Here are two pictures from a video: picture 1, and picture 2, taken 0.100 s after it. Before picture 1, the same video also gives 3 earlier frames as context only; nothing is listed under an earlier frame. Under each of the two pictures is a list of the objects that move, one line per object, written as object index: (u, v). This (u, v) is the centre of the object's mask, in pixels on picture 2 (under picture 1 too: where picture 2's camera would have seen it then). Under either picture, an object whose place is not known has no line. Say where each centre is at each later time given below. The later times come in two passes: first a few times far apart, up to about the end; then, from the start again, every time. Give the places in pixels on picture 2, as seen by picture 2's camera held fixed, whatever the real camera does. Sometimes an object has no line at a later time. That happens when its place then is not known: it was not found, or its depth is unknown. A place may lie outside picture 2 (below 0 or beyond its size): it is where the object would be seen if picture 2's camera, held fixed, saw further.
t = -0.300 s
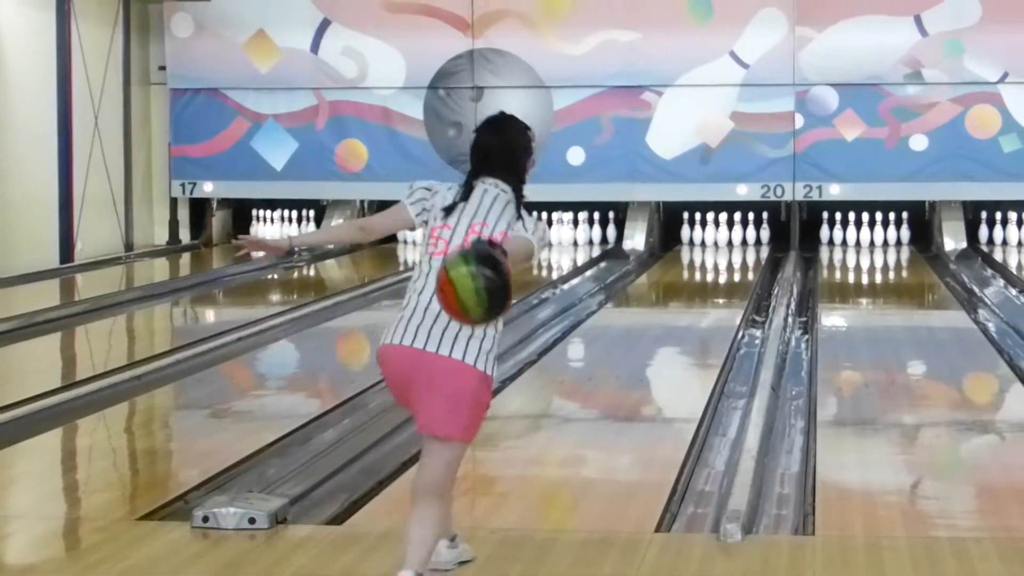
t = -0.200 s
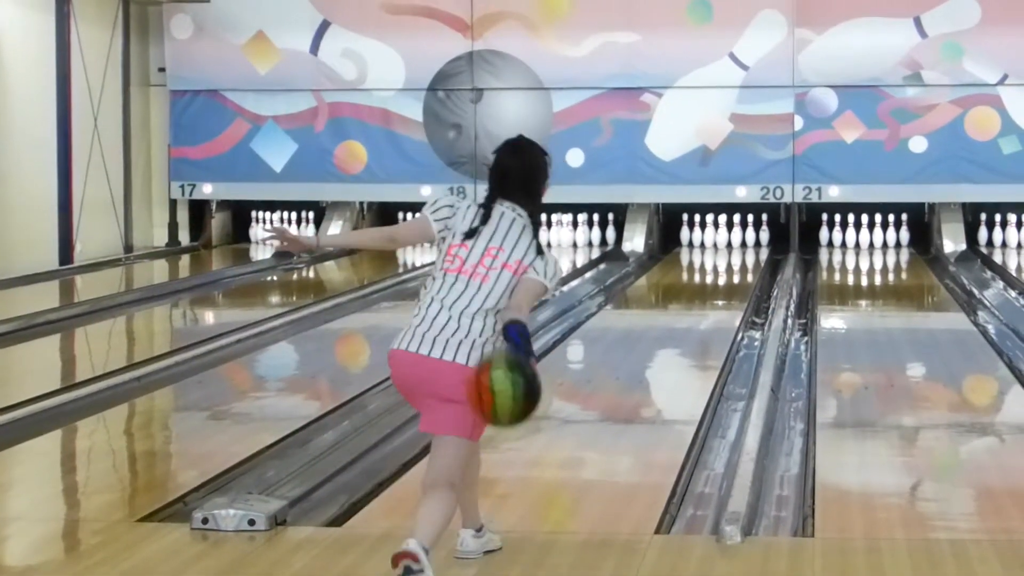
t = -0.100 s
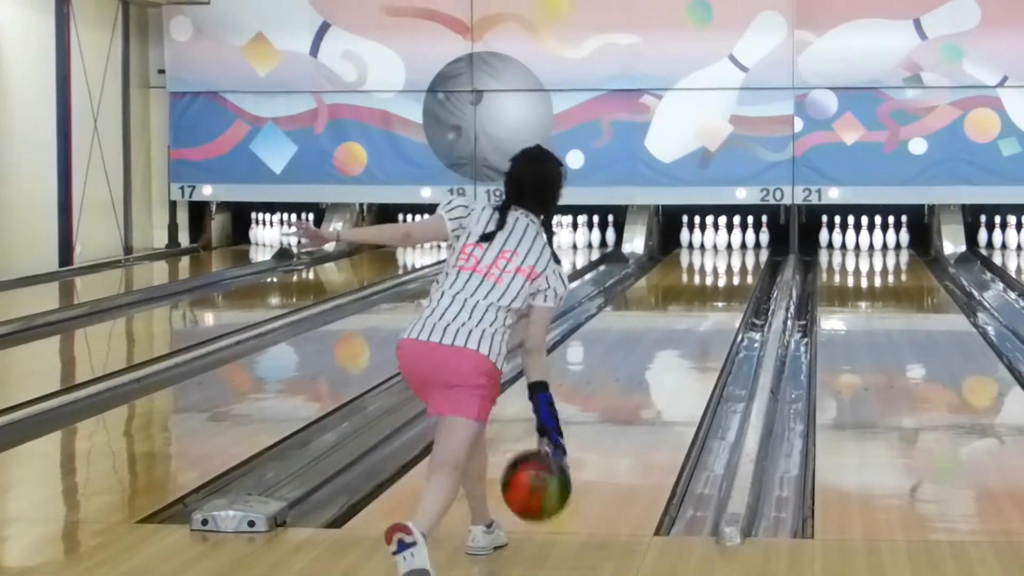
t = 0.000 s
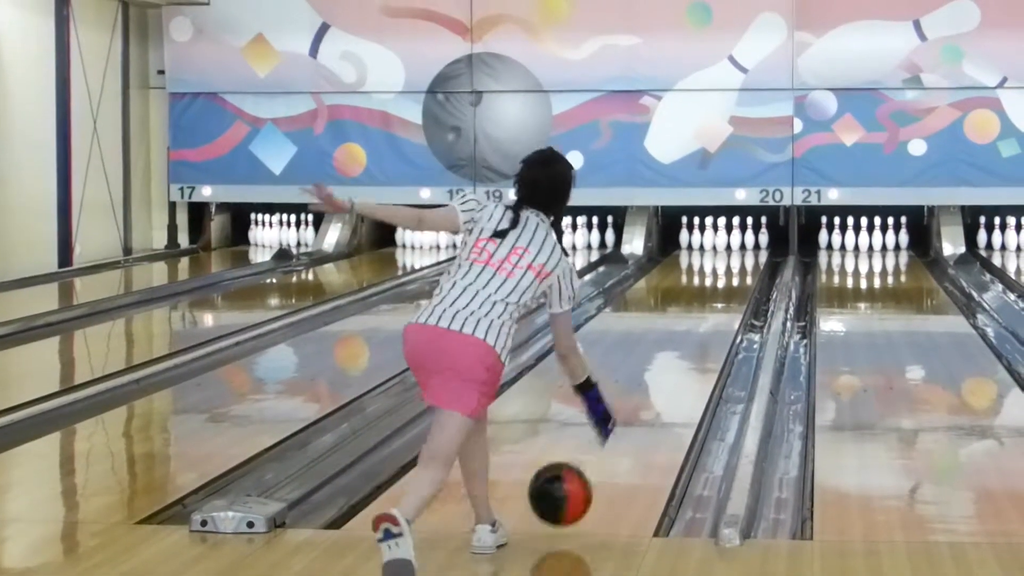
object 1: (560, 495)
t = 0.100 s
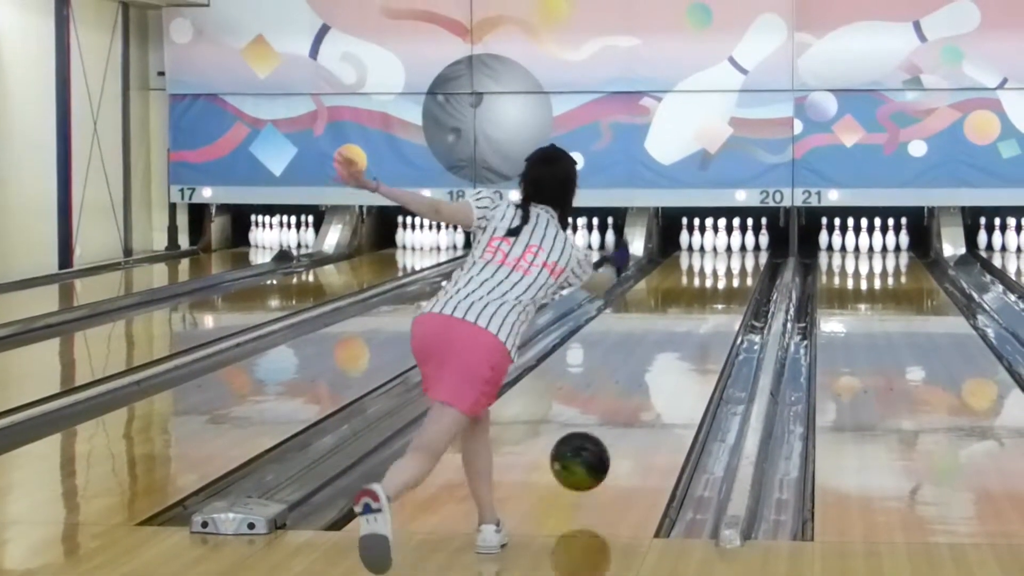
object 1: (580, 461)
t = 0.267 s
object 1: (606, 439)
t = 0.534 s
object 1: (638, 395)
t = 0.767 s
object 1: (658, 365)
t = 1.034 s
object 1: (675, 339)
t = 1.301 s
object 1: (688, 318)
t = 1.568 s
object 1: (699, 301)
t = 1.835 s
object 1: (706, 287)
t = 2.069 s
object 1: (711, 276)
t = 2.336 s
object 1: (715, 267)
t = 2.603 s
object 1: (718, 259)
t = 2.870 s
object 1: (716, 252)
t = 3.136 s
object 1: (713, 246)
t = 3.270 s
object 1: (710, 243)
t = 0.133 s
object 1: (586, 457)
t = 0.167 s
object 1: (591, 456)
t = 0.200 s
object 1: (596, 456)
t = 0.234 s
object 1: (602, 445)
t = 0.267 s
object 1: (606, 439)
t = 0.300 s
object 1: (610, 435)
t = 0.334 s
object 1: (615, 427)
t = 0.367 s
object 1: (619, 422)
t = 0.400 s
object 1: (623, 416)
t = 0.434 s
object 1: (627, 411)
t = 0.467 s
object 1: (631, 406)
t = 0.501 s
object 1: (634, 401)
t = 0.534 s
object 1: (638, 395)
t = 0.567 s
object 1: (641, 390)
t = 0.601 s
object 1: (644, 386)
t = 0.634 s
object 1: (647, 381)
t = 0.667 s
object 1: (649, 377)
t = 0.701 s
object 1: (652, 373)
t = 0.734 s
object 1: (655, 369)
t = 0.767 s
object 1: (658, 365)
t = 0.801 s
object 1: (660, 362)
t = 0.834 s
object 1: (662, 358)
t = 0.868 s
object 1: (665, 354)
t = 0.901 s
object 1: (667, 351)
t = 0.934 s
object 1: (669, 348)
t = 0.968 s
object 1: (671, 344)
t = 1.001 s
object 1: (673, 342)
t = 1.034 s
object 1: (675, 339)
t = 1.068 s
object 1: (677, 336)
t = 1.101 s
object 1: (678, 333)
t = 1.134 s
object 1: (680, 330)
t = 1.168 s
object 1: (682, 327)
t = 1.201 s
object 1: (683, 325)
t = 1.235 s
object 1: (685, 323)
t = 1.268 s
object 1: (686, 320)
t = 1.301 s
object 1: (688, 318)
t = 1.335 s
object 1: (689, 315)
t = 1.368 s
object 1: (690, 313)
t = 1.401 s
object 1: (692, 311)
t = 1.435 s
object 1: (693, 308)
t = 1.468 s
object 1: (695, 306)
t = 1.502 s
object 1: (695, 305)
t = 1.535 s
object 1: (697, 303)
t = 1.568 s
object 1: (699, 301)
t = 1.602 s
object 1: (700, 299)
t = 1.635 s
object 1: (701, 298)
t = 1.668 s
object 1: (702, 295)
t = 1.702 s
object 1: (703, 293)
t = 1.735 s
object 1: (703, 292)
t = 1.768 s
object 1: (704, 291)
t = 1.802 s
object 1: (704, 289)
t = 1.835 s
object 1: (706, 287)
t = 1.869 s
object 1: (708, 285)
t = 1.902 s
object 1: (708, 283)
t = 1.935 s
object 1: (708, 282)
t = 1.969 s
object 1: (709, 281)
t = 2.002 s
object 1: (710, 279)
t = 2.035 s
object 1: (711, 278)
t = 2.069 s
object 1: (711, 276)
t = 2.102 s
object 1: (712, 275)
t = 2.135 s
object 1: (712, 274)
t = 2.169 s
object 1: (712, 273)
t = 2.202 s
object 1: (713, 271)
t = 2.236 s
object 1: (714, 270)
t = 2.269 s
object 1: (715, 269)
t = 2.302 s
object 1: (716, 268)
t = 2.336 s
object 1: (715, 267)
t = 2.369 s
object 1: (716, 265)
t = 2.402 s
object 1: (716, 265)
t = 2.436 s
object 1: (717, 263)
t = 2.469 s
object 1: (717, 262)
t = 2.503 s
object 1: (718, 261)
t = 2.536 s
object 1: (718, 261)
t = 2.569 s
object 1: (718, 260)
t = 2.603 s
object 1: (718, 259)
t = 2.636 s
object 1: (718, 258)
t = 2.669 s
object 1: (718, 257)
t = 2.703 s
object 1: (717, 256)
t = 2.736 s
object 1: (718, 256)
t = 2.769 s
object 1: (717, 255)
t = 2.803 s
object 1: (717, 254)
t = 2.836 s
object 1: (716, 253)
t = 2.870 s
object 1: (716, 252)
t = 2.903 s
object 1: (715, 251)
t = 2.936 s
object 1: (715, 251)
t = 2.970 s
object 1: (715, 249)
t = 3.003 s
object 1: (715, 249)
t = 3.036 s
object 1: (714, 248)
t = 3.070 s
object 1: (714, 248)
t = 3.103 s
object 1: (713, 247)
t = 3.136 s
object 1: (713, 246)
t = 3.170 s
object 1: (713, 246)
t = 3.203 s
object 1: (712, 246)
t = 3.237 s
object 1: (712, 244)
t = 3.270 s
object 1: (710, 243)
